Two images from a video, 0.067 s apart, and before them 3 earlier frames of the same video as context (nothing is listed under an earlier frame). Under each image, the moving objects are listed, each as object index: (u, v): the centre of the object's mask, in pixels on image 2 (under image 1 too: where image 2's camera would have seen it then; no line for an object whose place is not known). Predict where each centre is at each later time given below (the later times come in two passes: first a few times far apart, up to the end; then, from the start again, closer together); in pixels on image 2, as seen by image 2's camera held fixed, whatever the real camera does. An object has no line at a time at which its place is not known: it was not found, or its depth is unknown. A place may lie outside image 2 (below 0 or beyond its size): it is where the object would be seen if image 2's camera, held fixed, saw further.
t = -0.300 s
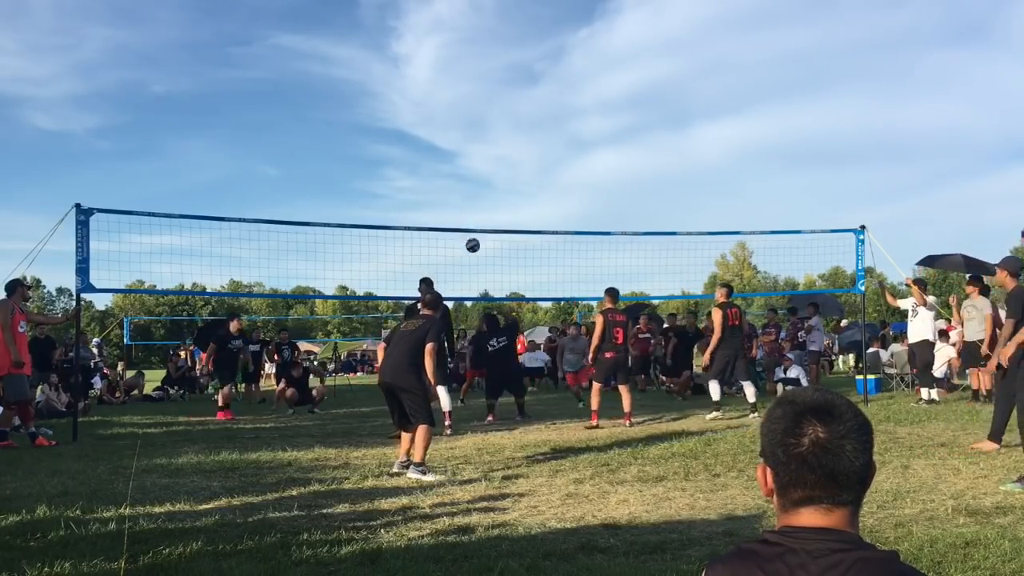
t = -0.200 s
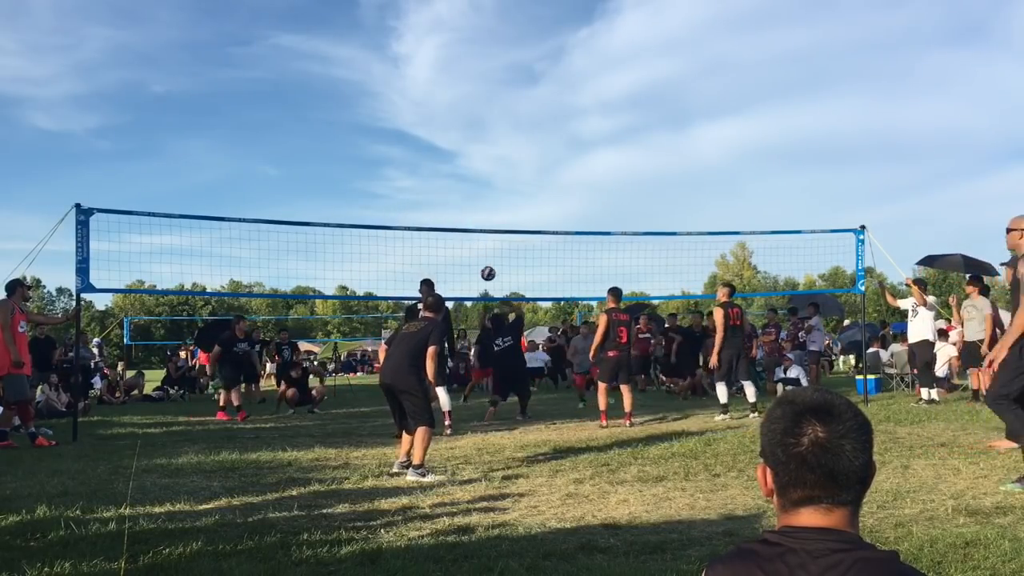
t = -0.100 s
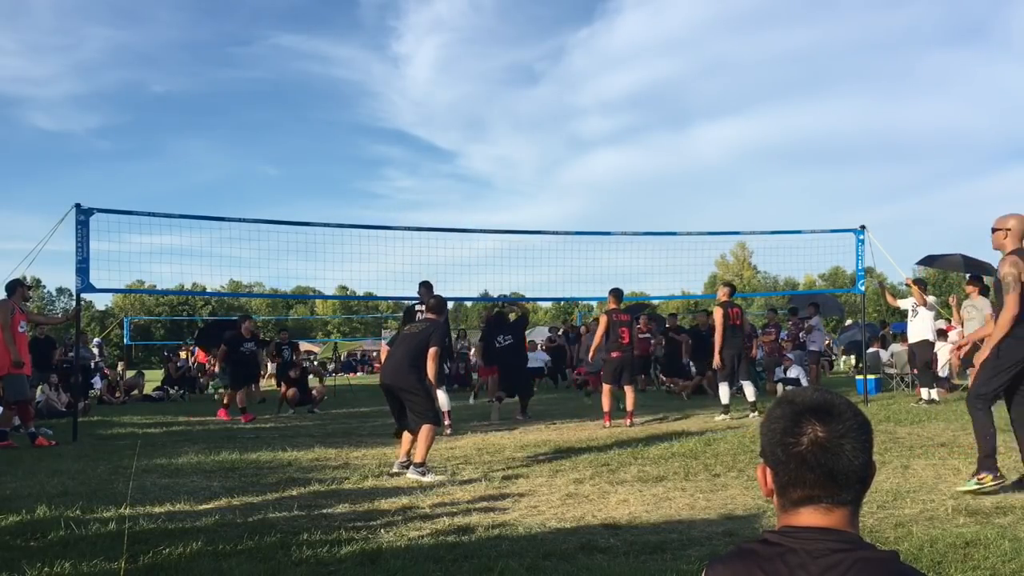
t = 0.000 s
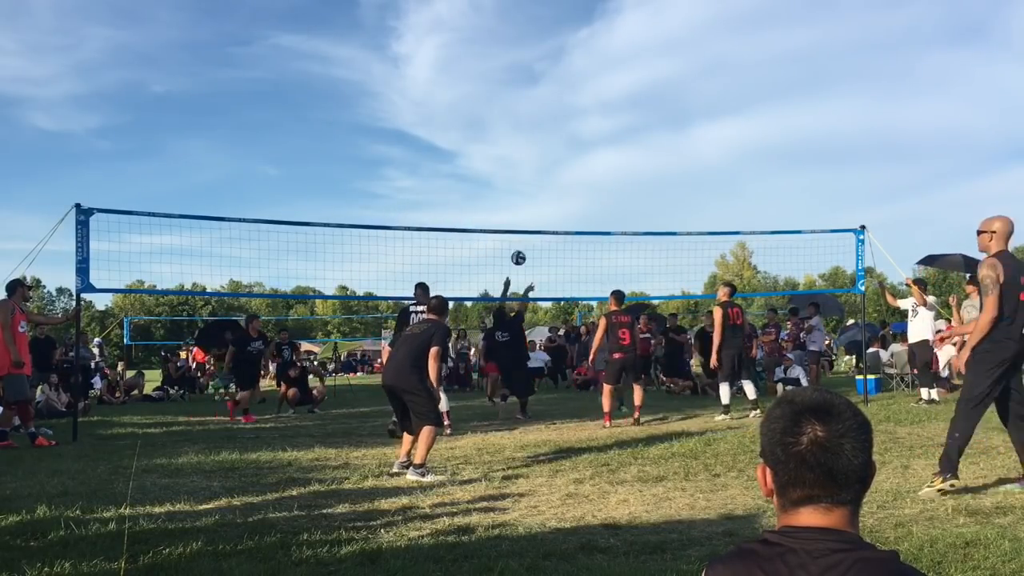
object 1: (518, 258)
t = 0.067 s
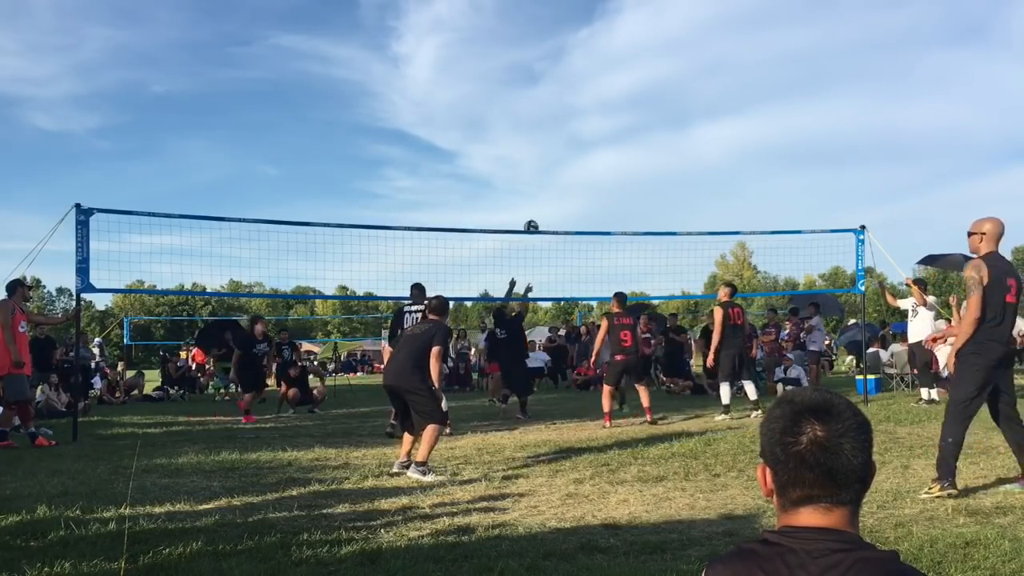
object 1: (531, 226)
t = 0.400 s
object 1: (595, 125)
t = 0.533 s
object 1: (620, 107)
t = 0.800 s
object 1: (670, 106)
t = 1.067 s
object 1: (719, 152)
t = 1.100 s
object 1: (725, 161)
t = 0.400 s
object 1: (595, 125)
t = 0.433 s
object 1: (601, 120)
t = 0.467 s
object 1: (607, 114)
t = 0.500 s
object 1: (613, 110)
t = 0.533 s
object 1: (620, 107)
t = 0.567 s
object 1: (626, 104)
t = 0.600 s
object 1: (632, 102)
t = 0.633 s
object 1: (639, 101)
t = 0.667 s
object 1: (645, 100)
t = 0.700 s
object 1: (651, 101)
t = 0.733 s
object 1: (657, 102)
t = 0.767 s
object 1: (663, 104)
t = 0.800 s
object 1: (670, 106)
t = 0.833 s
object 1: (675, 110)
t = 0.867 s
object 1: (682, 114)
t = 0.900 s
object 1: (688, 118)
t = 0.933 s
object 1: (694, 124)
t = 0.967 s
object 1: (701, 130)
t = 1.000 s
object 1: (707, 137)
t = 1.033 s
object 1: (713, 144)
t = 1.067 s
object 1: (719, 152)
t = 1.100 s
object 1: (725, 161)
